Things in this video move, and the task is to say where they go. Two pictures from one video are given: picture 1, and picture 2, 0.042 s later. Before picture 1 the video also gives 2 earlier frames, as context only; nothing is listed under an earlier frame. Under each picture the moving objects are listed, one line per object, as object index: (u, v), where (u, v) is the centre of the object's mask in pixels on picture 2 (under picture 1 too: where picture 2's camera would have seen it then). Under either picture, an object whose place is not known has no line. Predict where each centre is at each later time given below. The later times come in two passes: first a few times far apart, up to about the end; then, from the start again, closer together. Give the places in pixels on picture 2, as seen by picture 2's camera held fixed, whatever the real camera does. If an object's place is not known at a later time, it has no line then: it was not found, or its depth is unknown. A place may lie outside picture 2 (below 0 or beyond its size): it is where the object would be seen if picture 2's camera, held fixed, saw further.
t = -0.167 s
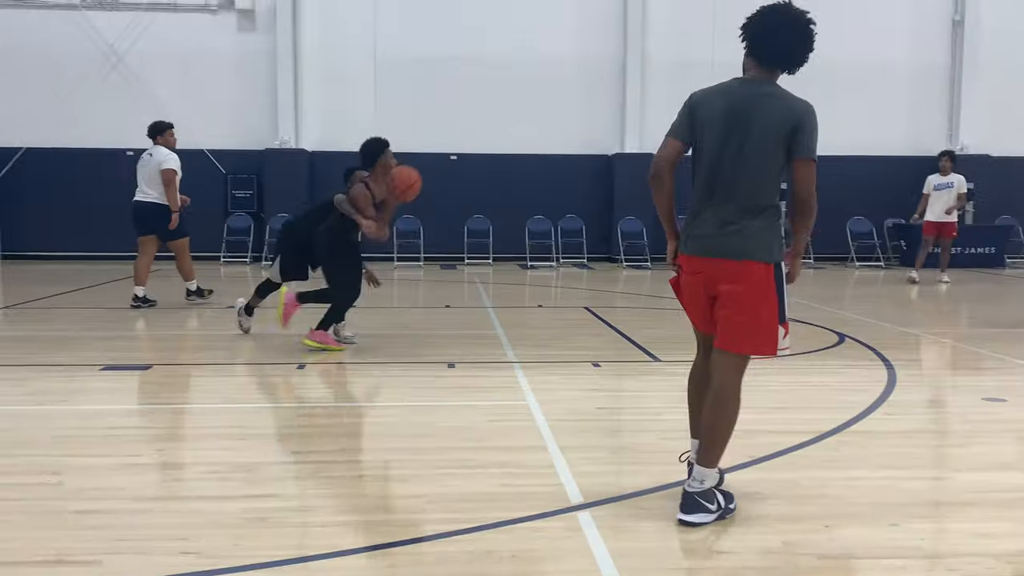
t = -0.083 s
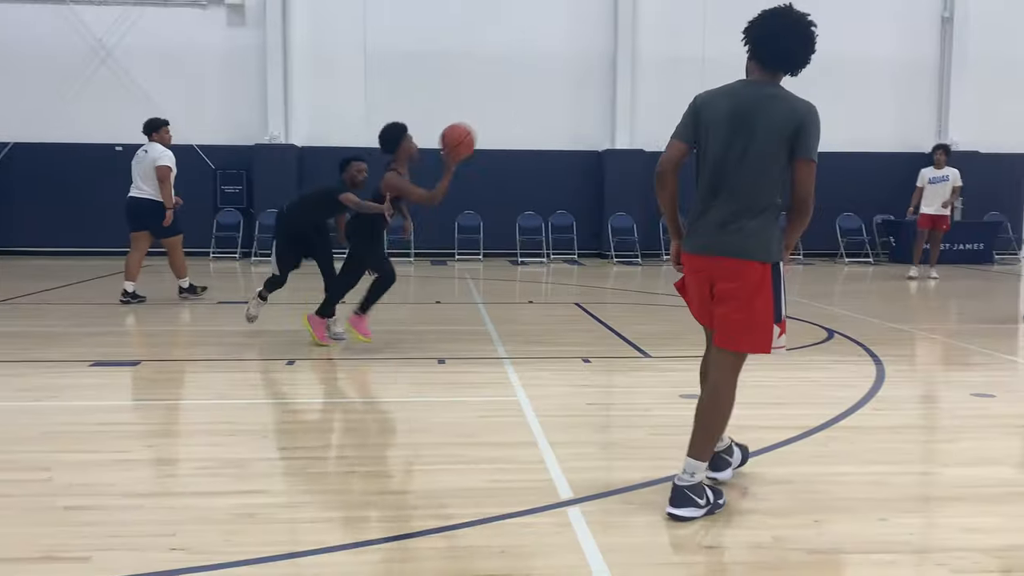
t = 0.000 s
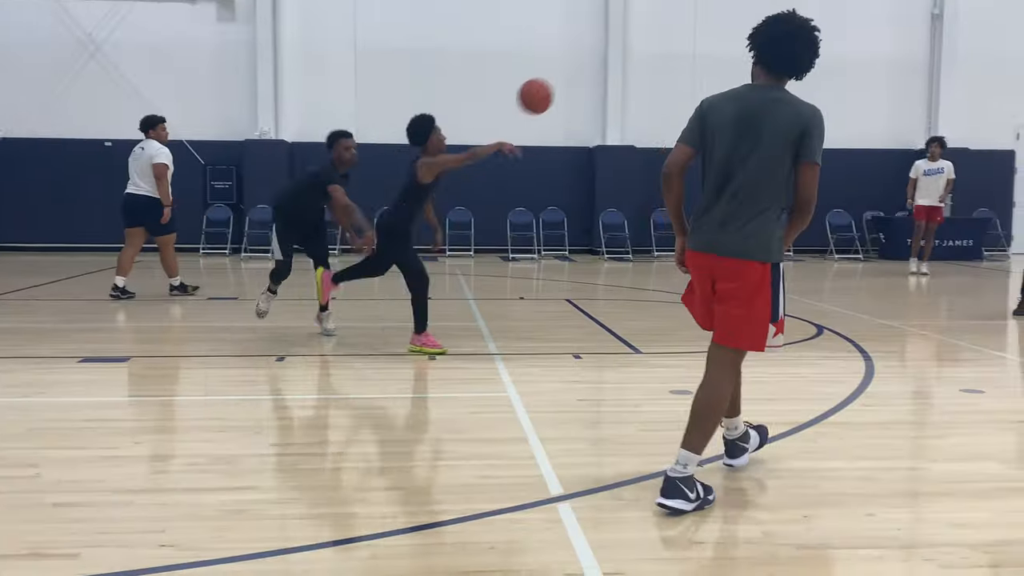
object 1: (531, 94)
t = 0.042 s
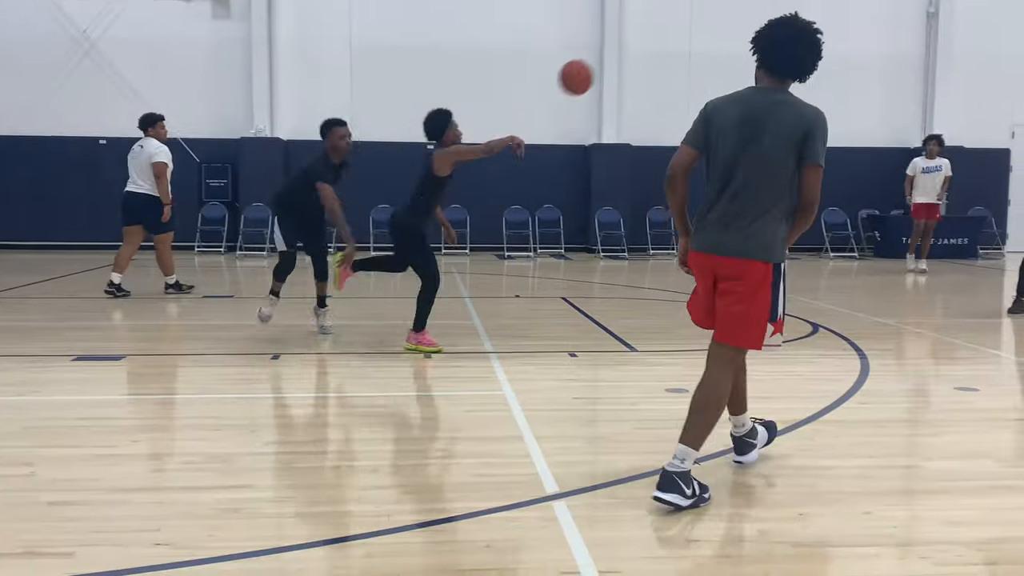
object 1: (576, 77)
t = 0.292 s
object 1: (816, 23)
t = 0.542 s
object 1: (1018, 63)
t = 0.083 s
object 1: (620, 63)
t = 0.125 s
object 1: (661, 51)
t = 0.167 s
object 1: (702, 42)
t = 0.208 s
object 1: (742, 35)
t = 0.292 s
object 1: (816, 23)
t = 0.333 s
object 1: (865, 27)
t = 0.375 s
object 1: (893, 35)
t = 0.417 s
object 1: (924, 38)
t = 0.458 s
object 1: (955, 44)
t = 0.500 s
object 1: (987, 52)
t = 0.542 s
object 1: (1018, 63)
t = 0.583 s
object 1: (1050, 76)
